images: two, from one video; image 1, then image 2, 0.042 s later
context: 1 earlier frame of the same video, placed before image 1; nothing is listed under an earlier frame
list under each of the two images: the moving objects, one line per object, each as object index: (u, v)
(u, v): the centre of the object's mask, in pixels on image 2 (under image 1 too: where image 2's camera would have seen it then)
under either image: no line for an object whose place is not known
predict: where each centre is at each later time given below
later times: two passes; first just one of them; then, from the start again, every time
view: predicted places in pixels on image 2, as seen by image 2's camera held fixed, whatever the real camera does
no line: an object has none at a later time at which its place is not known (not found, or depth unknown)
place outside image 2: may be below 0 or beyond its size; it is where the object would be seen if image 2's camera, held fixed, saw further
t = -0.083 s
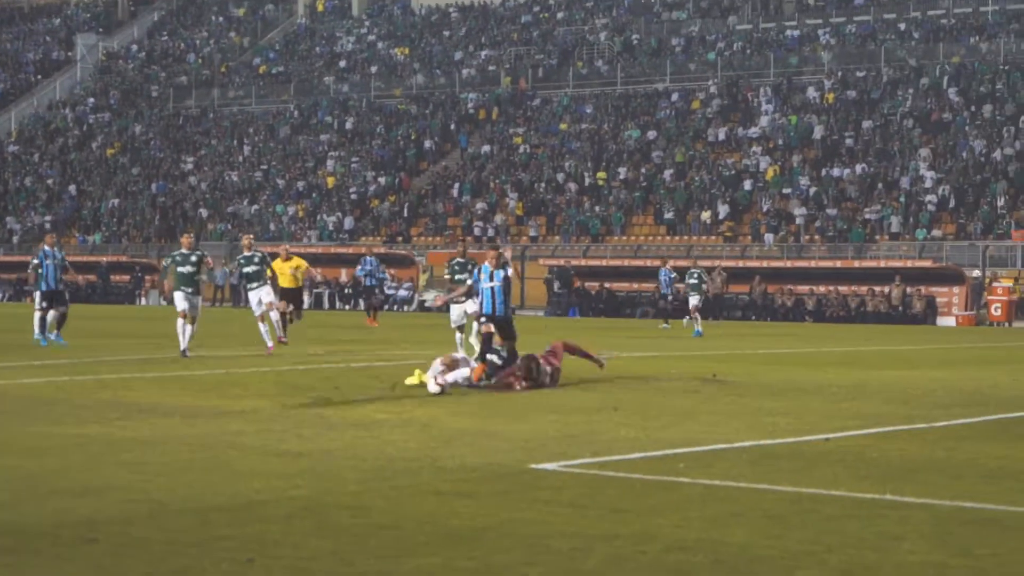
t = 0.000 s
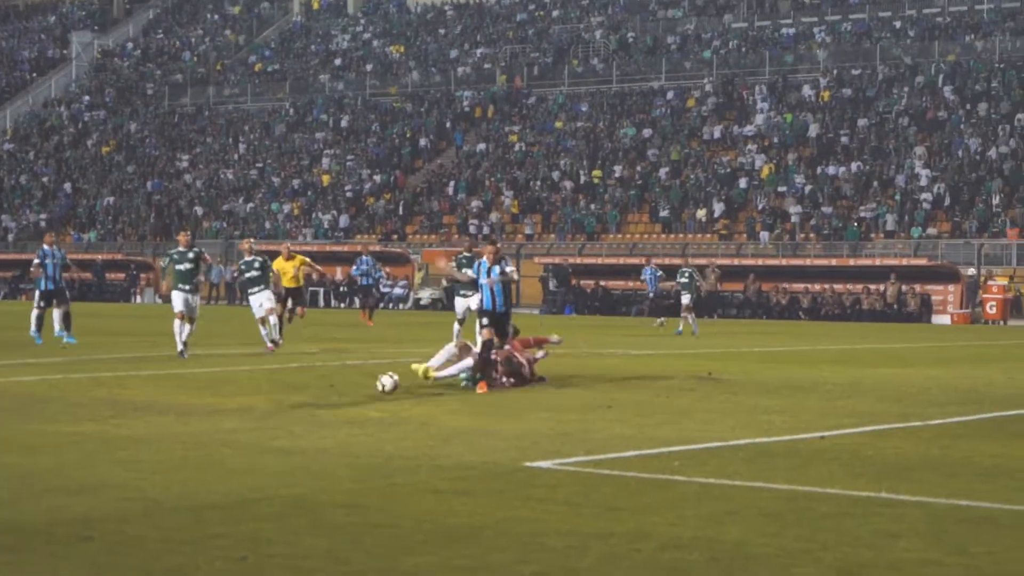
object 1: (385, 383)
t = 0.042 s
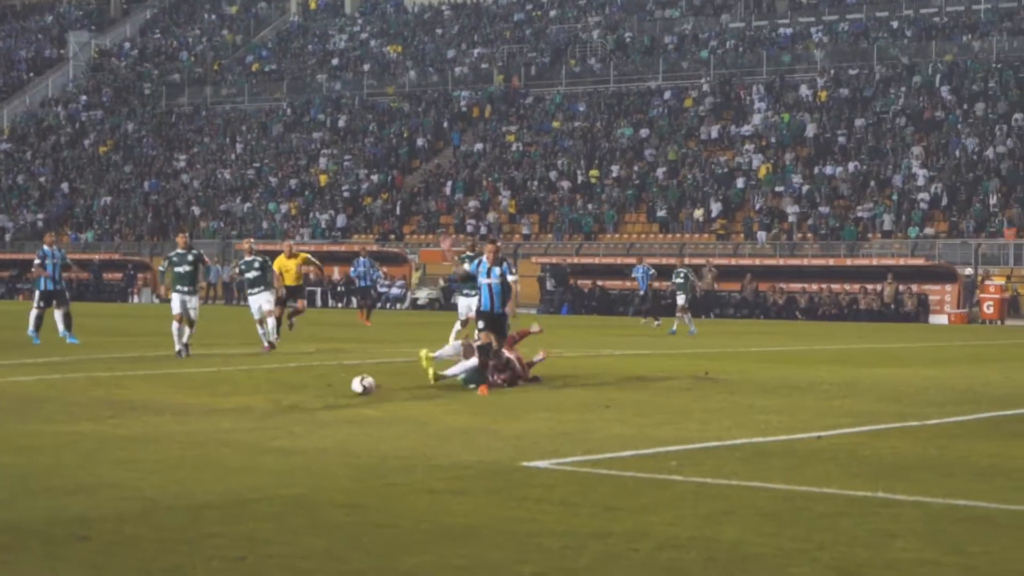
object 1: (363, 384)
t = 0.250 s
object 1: (257, 390)
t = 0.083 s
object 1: (340, 385)
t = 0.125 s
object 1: (319, 384)
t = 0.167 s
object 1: (298, 385)
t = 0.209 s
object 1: (277, 387)
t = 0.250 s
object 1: (257, 390)
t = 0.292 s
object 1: (237, 389)
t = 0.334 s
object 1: (218, 389)
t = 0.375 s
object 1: (200, 391)
